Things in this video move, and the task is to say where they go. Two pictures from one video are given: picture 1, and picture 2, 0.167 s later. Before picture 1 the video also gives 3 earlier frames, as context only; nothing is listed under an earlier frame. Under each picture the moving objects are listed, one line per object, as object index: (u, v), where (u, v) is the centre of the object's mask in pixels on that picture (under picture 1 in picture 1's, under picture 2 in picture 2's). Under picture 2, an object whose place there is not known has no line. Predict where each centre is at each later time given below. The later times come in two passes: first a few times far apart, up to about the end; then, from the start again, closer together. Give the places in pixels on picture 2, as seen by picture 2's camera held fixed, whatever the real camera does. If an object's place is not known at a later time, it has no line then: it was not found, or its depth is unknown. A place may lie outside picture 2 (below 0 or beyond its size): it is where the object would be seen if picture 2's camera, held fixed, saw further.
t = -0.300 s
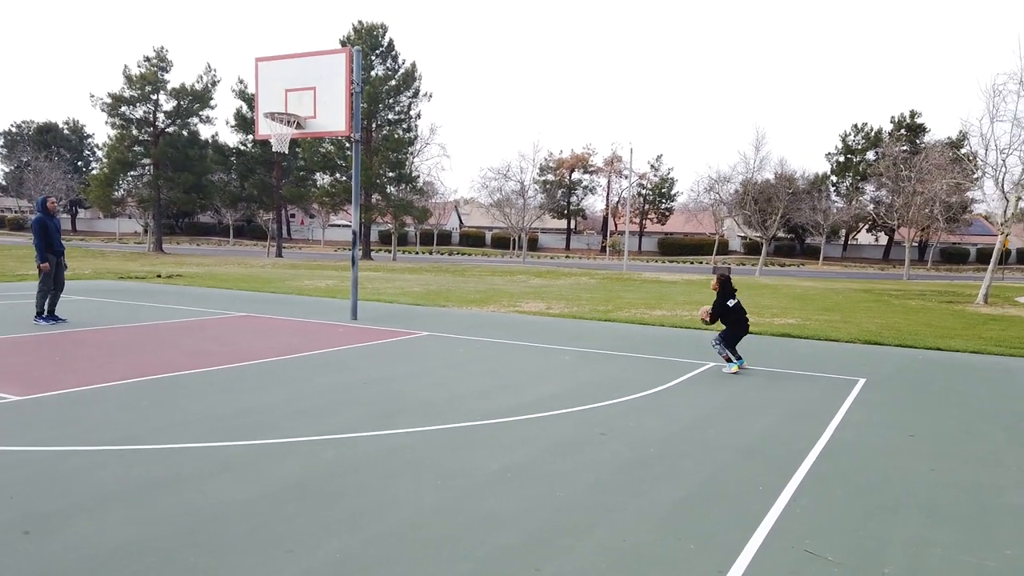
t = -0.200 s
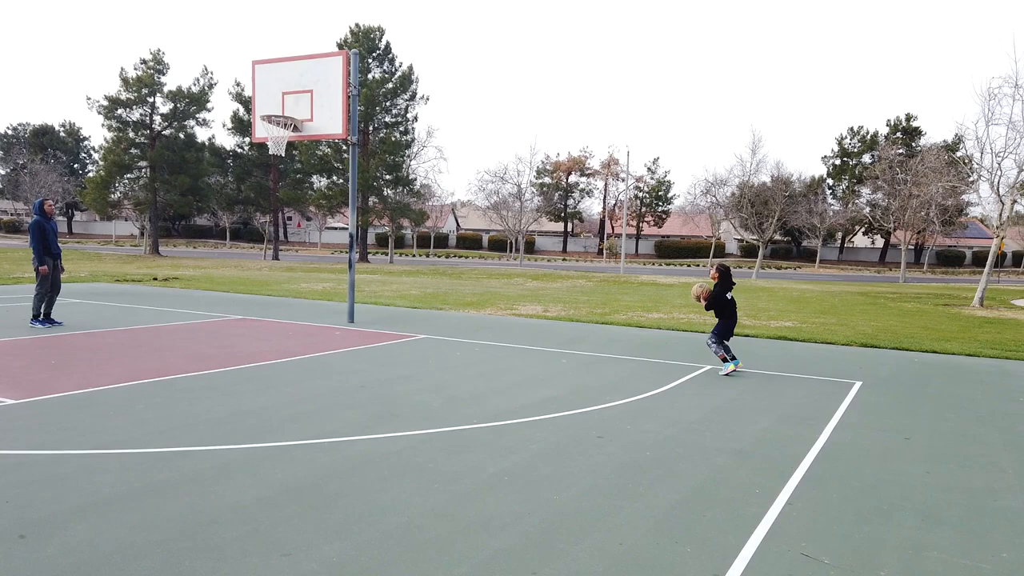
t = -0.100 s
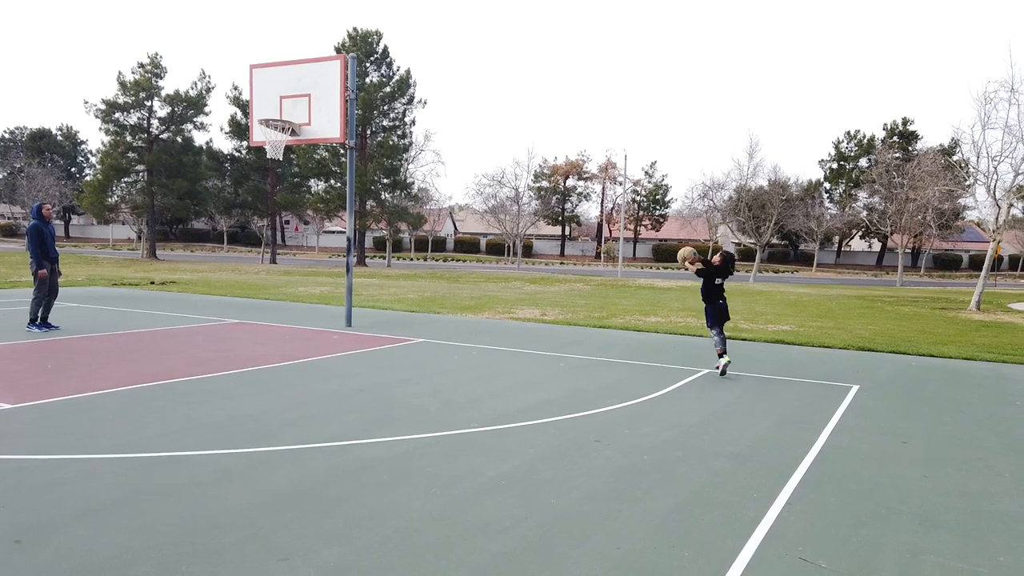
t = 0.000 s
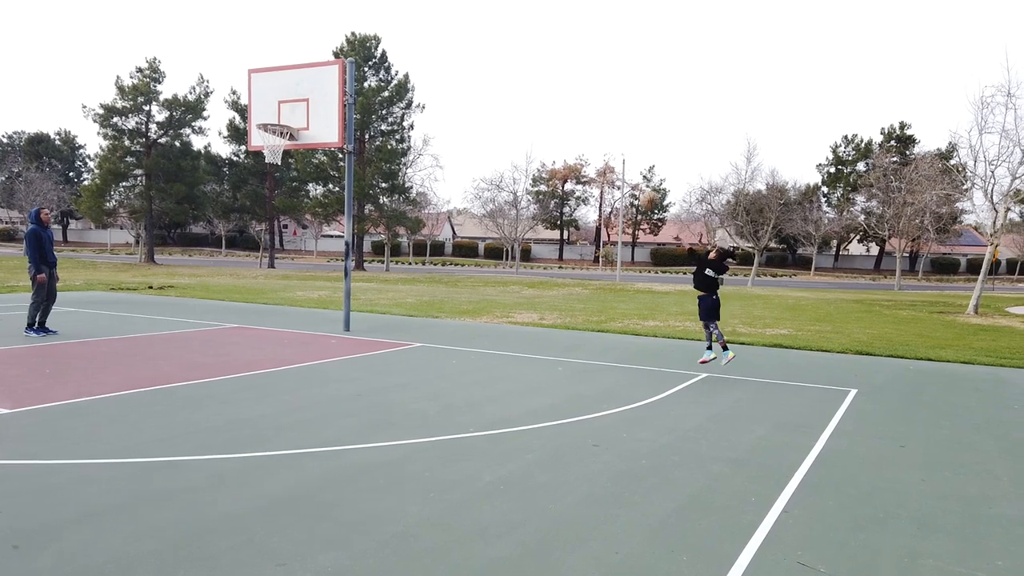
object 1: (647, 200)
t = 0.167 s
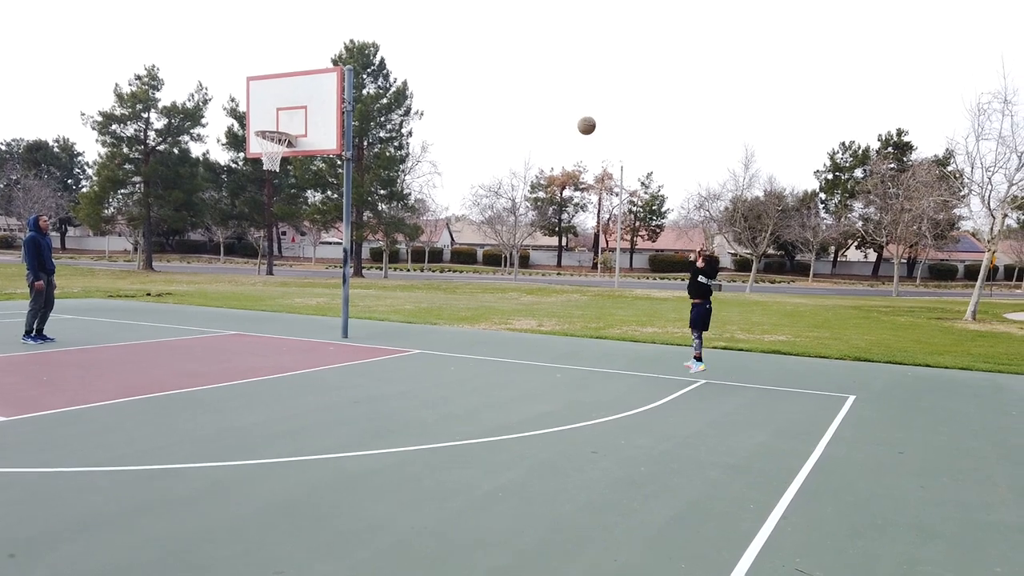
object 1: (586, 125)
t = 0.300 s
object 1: (540, 78)
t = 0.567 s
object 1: (451, 33)
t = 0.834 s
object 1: (370, 44)
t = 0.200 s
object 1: (574, 112)
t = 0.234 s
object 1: (563, 100)
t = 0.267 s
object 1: (551, 88)
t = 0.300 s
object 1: (540, 78)
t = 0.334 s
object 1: (528, 69)
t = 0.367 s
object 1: (517, 61)
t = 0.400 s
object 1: (506, 54)
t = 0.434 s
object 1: (495, 48)
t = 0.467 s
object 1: (484, 42)
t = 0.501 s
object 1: (473, 38)
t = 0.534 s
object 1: (462, 35)
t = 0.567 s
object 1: (451, 33)
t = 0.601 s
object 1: (441, 31)
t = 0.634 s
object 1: (431, 30)
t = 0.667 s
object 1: (420, 31)
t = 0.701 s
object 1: (410, 32)
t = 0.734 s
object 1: (400, 34)
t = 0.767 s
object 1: (390, 36)
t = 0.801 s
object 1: (380, 40)
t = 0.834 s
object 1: (370, 44)
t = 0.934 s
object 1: (341, 60)
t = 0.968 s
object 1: (333, 68)
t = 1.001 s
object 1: (324, 77)
